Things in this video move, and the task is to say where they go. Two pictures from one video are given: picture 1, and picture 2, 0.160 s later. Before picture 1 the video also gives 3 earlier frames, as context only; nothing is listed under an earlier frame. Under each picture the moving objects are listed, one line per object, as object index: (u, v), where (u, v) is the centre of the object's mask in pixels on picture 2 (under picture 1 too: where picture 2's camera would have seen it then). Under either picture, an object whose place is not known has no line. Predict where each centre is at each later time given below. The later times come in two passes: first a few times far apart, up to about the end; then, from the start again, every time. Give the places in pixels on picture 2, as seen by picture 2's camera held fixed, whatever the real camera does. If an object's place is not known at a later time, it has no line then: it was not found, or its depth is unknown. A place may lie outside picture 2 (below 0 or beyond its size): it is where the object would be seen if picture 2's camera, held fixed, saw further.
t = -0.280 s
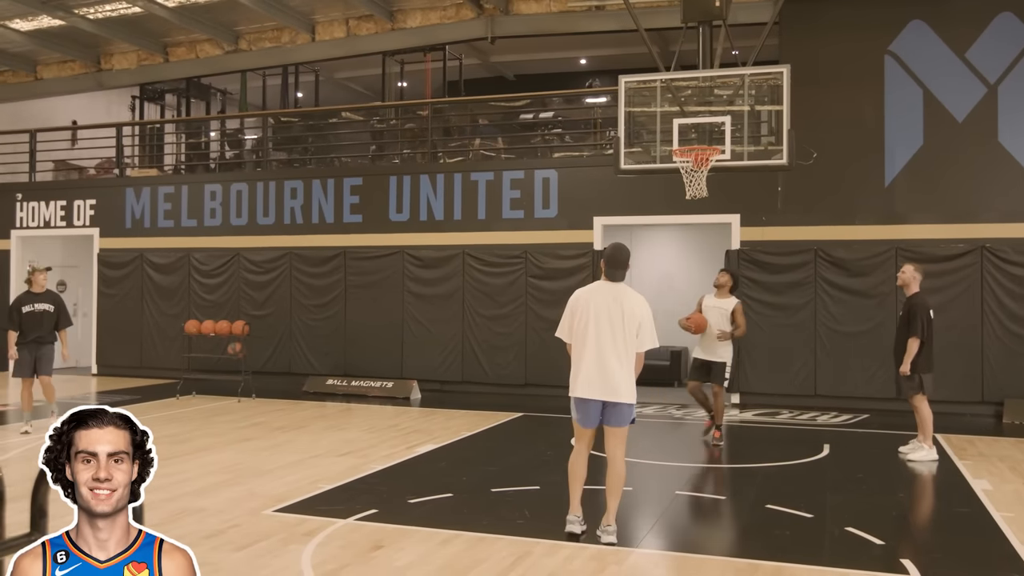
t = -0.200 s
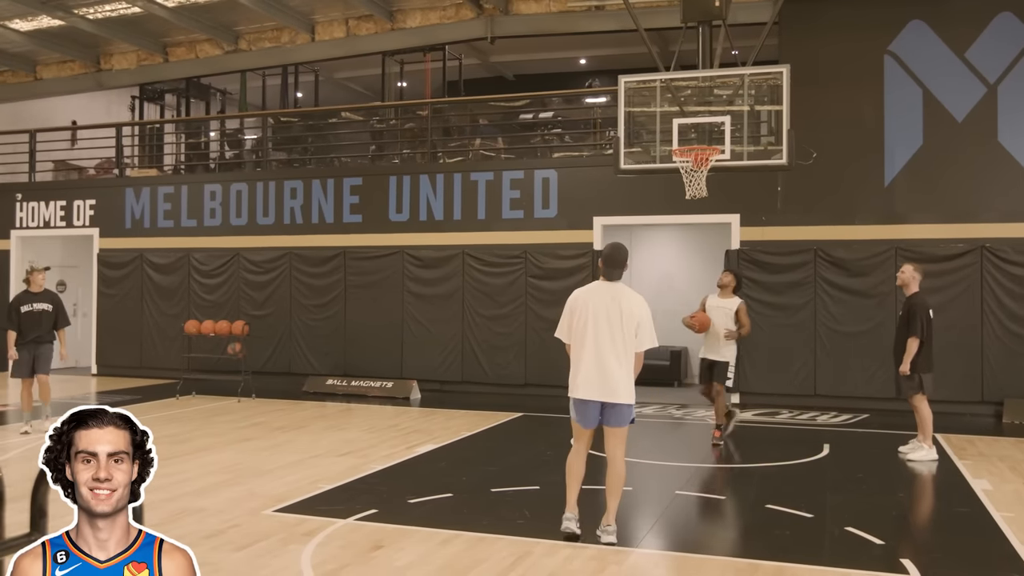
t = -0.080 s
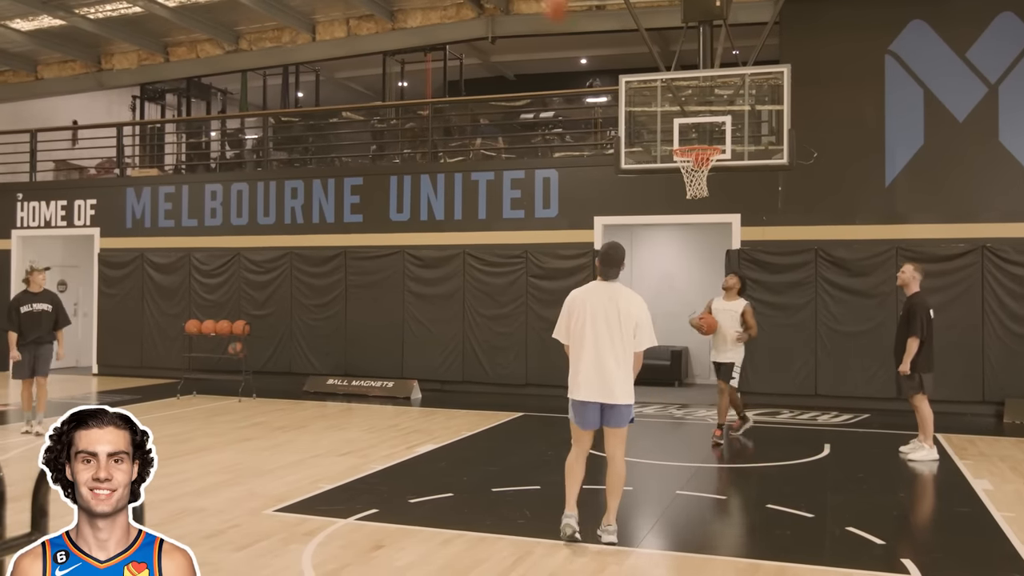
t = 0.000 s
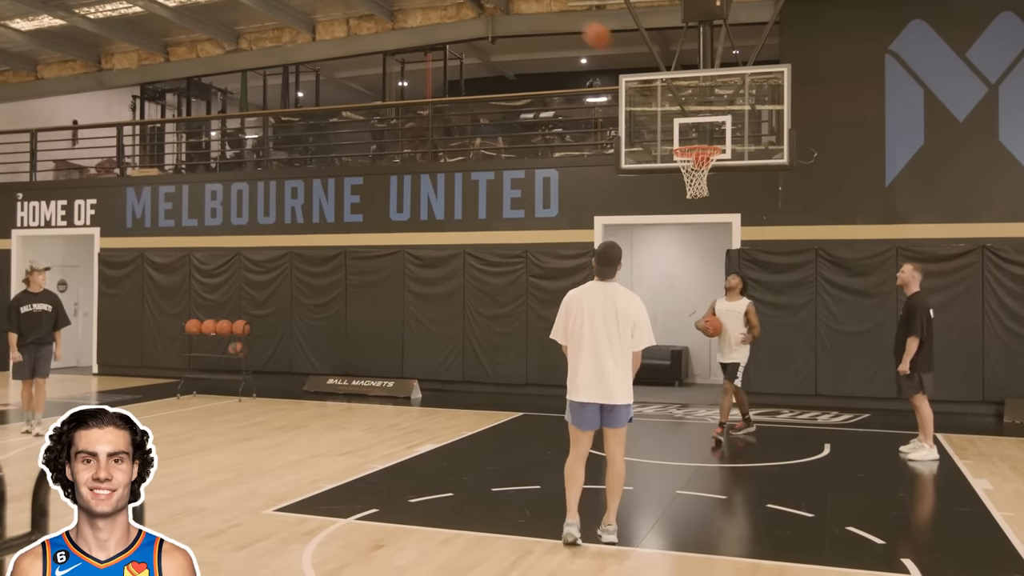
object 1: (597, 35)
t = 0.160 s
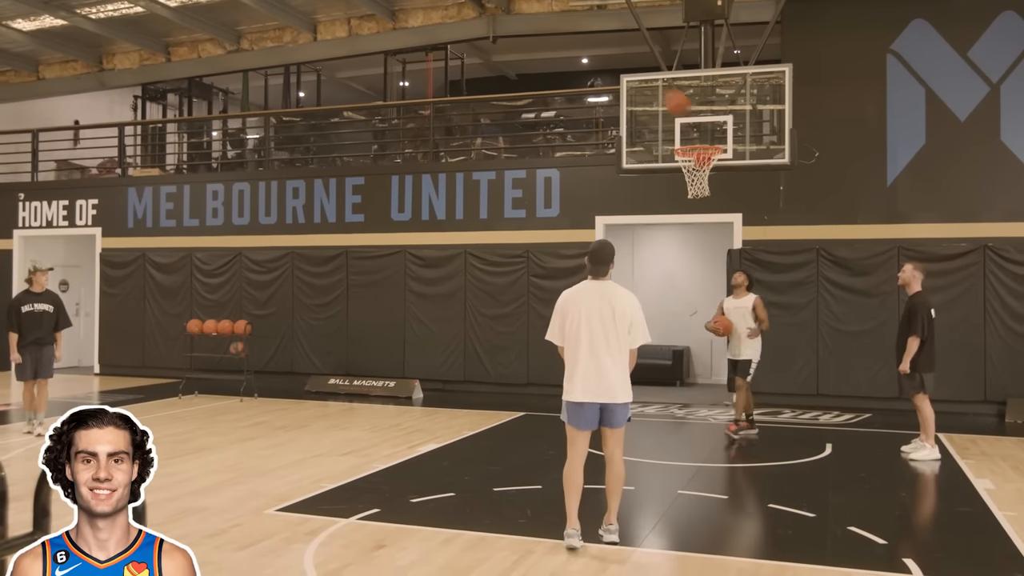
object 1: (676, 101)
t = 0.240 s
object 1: (712, 139)
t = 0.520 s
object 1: (665, 103)
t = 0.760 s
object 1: (634, 106)
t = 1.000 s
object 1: (600, 166)
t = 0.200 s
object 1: (695, 123)
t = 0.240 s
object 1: (712, 139)
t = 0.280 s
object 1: (701, 140)
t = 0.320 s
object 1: (691, 138)
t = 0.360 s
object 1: (687, 131)
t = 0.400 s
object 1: (681, 121)
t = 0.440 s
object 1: (675, 113)
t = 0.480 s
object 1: (671, 108)
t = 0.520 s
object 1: (665, 103)
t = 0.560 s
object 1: (660, 100)
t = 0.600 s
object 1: (655, 99)
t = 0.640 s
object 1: (649, 98)
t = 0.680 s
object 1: (644, 99)
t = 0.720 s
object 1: (639, 102)
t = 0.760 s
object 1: (634, 106)
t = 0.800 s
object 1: (628, 112)
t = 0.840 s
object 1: (622, 120)
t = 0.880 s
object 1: (616, 129)
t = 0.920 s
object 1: (610, 140)
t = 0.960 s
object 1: (605, 153)
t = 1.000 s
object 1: (600, 166)
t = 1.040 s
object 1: (595, 182)
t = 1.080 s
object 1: (589, 199)
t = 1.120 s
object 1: (583, 217)
